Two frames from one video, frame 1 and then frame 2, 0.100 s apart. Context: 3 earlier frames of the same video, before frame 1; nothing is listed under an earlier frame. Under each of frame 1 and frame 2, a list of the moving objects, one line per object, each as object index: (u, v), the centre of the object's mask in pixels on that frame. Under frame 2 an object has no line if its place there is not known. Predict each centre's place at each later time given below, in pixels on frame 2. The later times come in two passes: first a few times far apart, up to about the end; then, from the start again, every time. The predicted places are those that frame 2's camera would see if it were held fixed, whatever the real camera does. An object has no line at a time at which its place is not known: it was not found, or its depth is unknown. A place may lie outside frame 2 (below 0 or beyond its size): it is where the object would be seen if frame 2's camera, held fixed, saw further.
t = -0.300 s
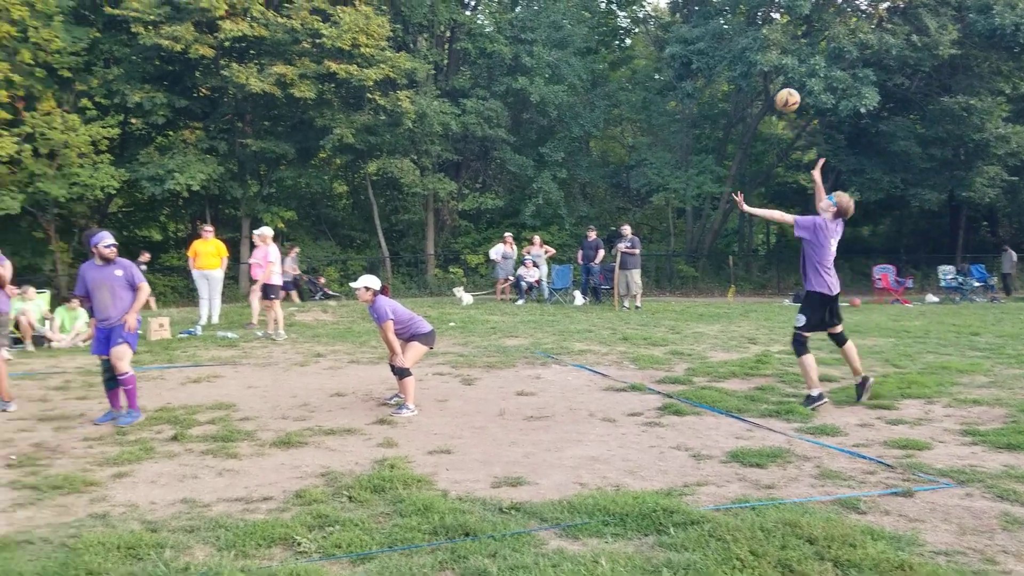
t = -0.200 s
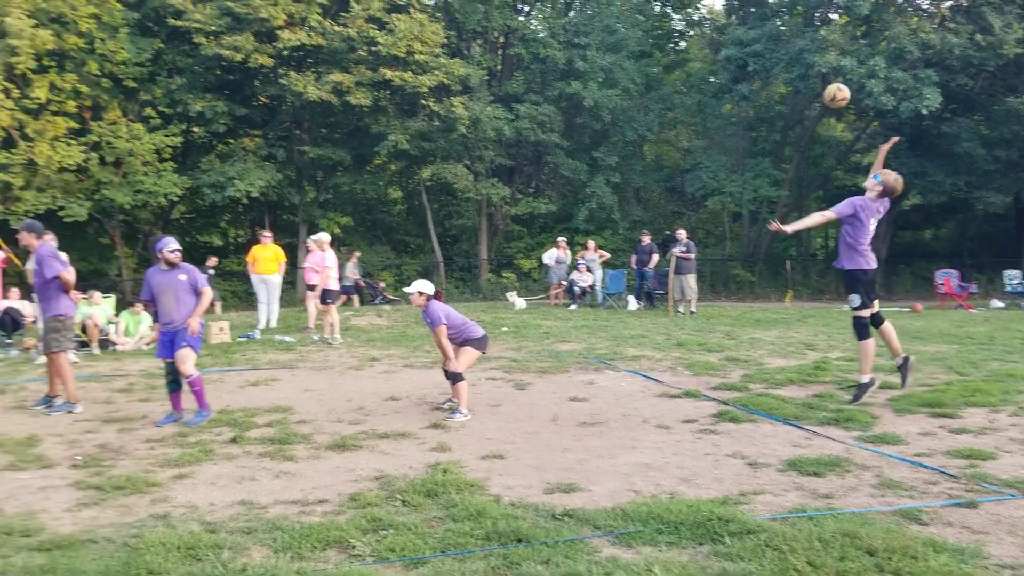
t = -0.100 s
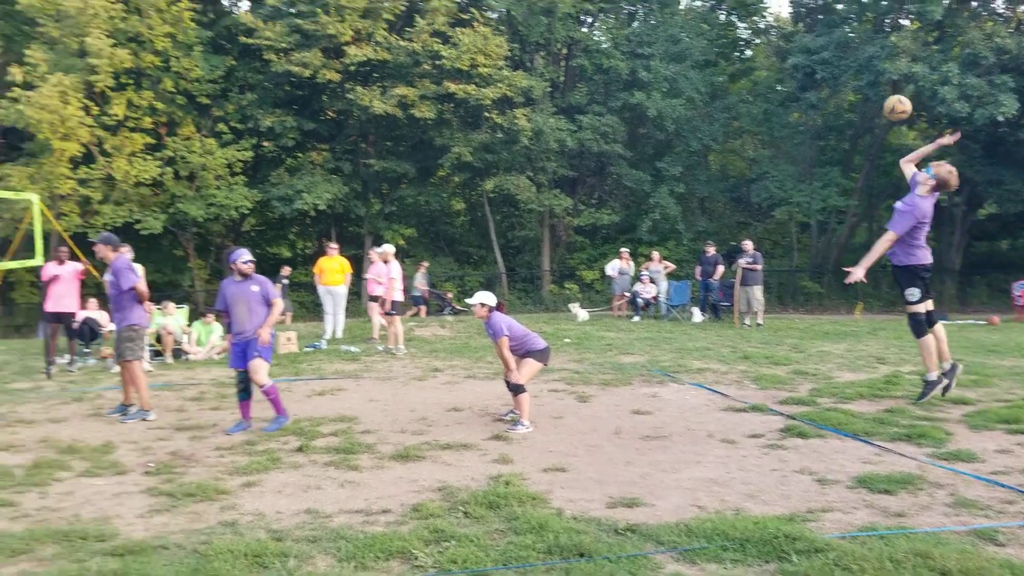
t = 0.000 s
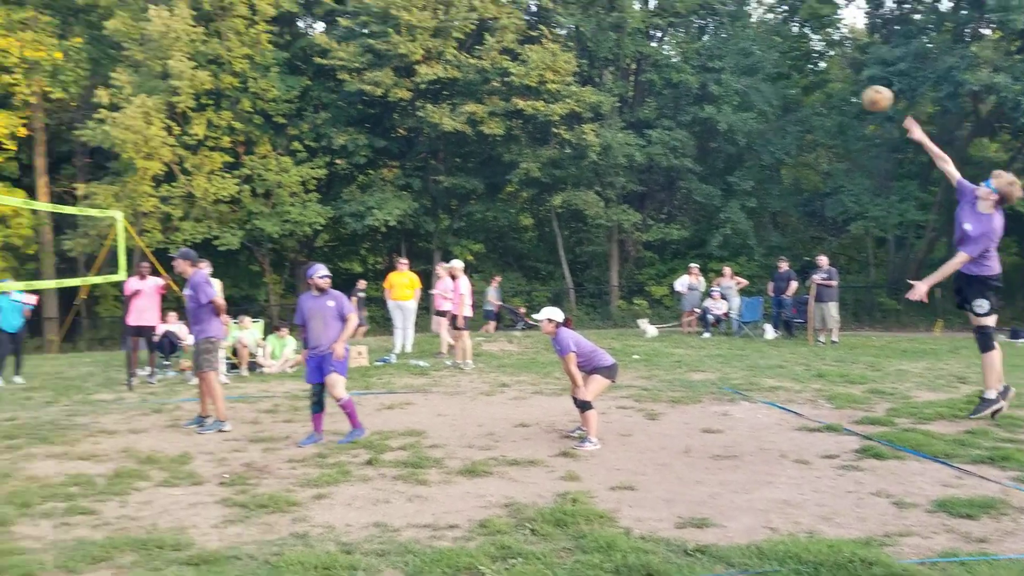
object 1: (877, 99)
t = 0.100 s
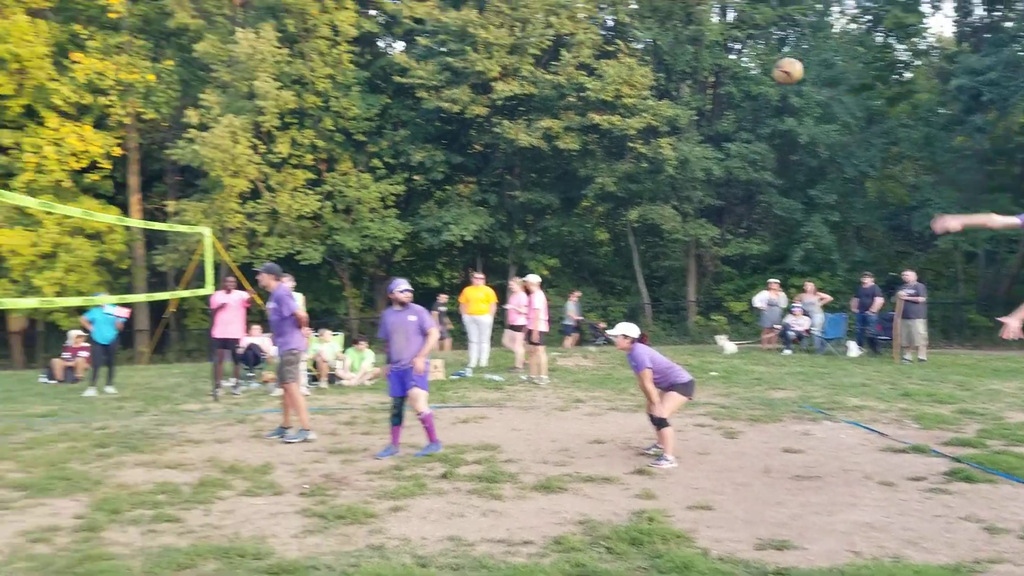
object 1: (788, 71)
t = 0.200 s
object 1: (620, 45)
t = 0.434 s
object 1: (267, 29)
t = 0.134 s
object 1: (730, 61)
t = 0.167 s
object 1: (675, 52)
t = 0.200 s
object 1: (620, 45)
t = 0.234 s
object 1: (566, 40)
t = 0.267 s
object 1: (514, 34)
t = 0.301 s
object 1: (462, 31)
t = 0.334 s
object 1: (412, 28)
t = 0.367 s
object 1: (363, 28)
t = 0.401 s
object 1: (315, 28)
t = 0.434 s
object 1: (267, 29)
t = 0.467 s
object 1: (223, 30)
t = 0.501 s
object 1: (176, 33)
